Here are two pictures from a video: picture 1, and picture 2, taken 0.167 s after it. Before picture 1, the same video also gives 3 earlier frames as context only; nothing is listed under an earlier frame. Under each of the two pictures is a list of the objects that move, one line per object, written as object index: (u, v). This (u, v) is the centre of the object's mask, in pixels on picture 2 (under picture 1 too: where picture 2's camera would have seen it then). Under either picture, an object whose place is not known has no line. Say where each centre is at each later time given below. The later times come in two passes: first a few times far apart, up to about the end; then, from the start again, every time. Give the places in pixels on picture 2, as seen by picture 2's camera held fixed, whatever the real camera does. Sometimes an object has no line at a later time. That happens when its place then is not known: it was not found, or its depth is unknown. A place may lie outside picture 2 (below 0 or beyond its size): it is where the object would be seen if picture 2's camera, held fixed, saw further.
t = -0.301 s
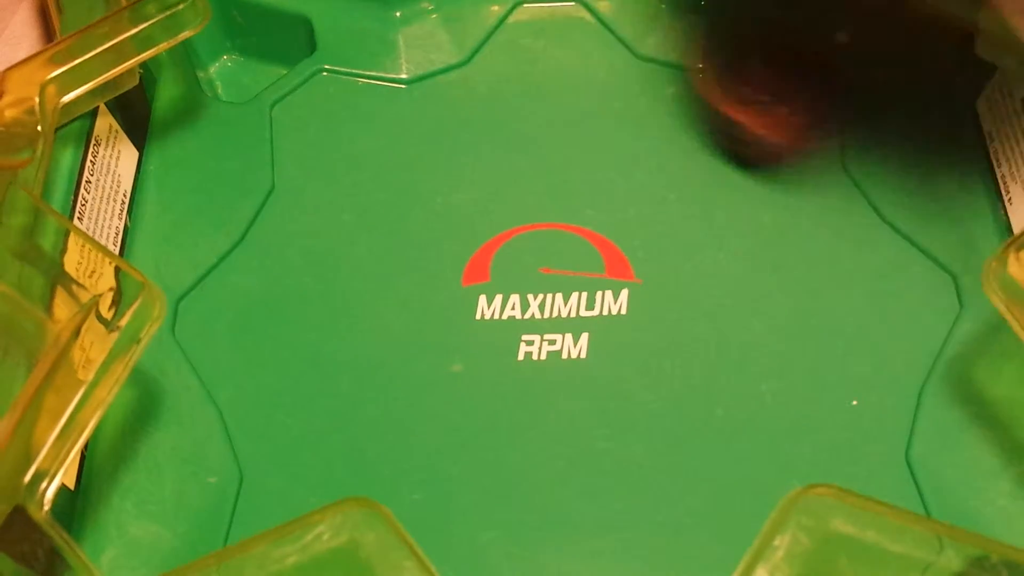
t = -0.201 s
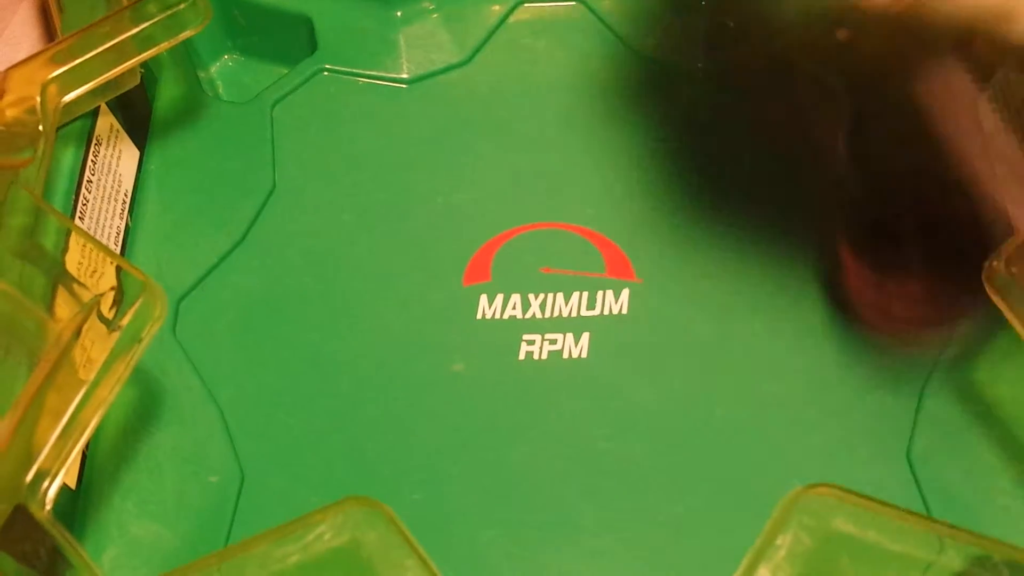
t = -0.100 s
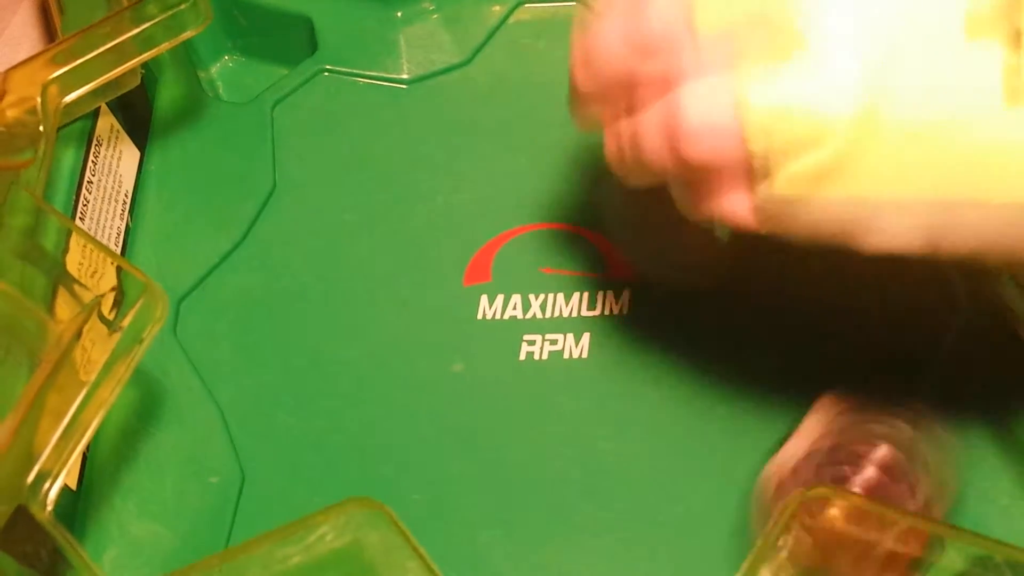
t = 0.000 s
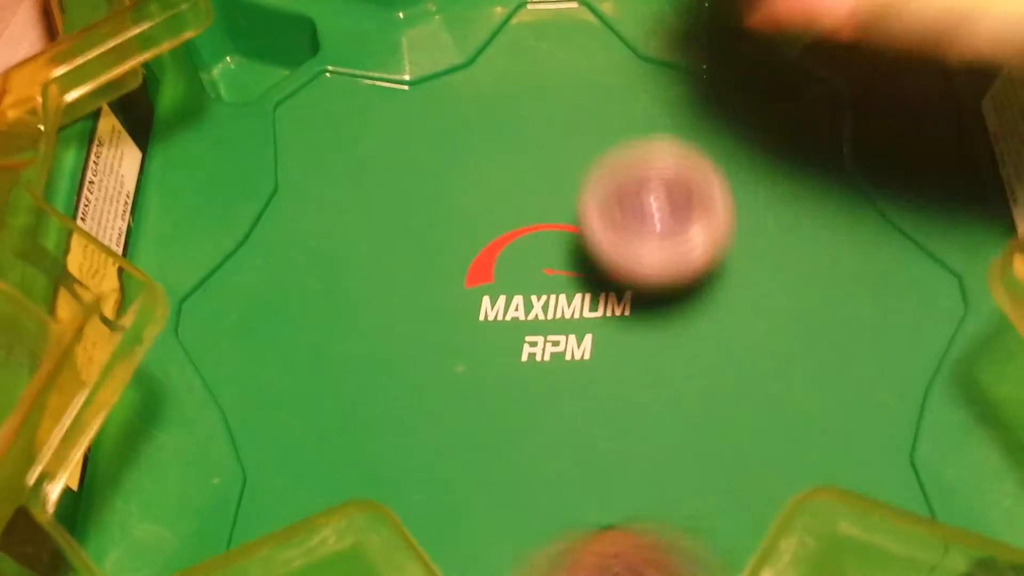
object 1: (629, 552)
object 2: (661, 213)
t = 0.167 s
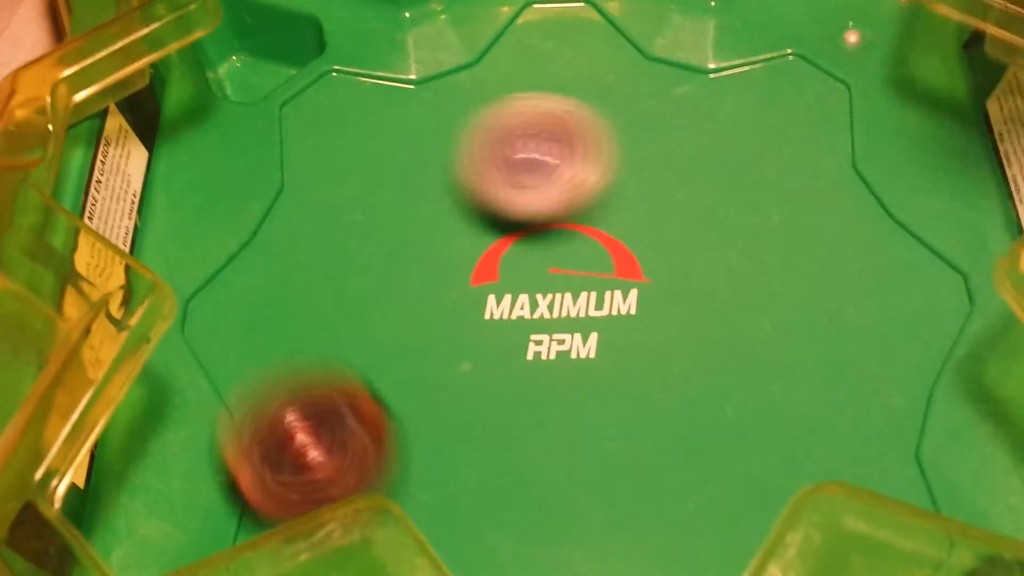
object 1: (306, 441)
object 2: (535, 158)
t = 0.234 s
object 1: (262, 323)
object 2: (429, 165)
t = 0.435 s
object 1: (239, 188)
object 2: (518, 385)
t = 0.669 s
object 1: (510, 125)
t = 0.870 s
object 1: (679, 284)
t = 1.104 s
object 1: (481, 473)
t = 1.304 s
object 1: (334, 364)
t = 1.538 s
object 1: (411, 336)
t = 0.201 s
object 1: (280, 386)
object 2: (488, 157)
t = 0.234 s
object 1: (262, 323)
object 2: (429, 165)
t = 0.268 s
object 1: (243, 267)
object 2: (384, 188)
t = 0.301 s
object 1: (205, 237)
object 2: (388, 204)
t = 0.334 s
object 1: (194, 219)
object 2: (402, 231)
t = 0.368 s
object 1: (203, 213)
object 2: (418, 277)
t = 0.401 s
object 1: (217, 209)
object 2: (454, 331)
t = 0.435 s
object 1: (239, 188)
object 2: (518, 385)
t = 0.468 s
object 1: (268, 179)
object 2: (607, 421)
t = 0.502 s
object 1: (309, 167)
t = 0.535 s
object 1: (353, 155)
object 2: (786, 409)
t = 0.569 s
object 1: (394, 142)
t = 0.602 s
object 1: (432, 131)
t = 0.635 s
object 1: (470, 125)
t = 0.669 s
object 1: (510, 125)
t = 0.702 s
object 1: (549, 133)
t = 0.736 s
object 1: (586, 151)
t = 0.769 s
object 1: (620, 176)
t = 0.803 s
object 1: (646, 207)
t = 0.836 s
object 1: (668, 244)
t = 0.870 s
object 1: (679, 284)
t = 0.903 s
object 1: (677, 328)
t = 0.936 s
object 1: (665, 369)
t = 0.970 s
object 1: (641, 402)
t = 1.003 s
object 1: (609, 434)
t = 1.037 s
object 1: (569, 457)
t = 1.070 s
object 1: (526, 466)
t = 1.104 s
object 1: (481, 473)
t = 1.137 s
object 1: (443, 466)
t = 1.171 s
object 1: (408, 450)
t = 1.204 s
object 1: (373, 436)
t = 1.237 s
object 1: (351, 416)
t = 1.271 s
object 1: (338, 389)
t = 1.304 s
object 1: (334, 364)
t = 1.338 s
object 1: (338, 340)
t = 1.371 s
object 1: (347, 318)
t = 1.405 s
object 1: (360, 299)
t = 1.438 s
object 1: (380, 280)
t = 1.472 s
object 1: (401, 266)
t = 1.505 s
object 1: (422, 261)
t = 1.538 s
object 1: (411, 336)
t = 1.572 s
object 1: (400, 421)
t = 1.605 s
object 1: (400, 470)
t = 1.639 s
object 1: (404, 504)
